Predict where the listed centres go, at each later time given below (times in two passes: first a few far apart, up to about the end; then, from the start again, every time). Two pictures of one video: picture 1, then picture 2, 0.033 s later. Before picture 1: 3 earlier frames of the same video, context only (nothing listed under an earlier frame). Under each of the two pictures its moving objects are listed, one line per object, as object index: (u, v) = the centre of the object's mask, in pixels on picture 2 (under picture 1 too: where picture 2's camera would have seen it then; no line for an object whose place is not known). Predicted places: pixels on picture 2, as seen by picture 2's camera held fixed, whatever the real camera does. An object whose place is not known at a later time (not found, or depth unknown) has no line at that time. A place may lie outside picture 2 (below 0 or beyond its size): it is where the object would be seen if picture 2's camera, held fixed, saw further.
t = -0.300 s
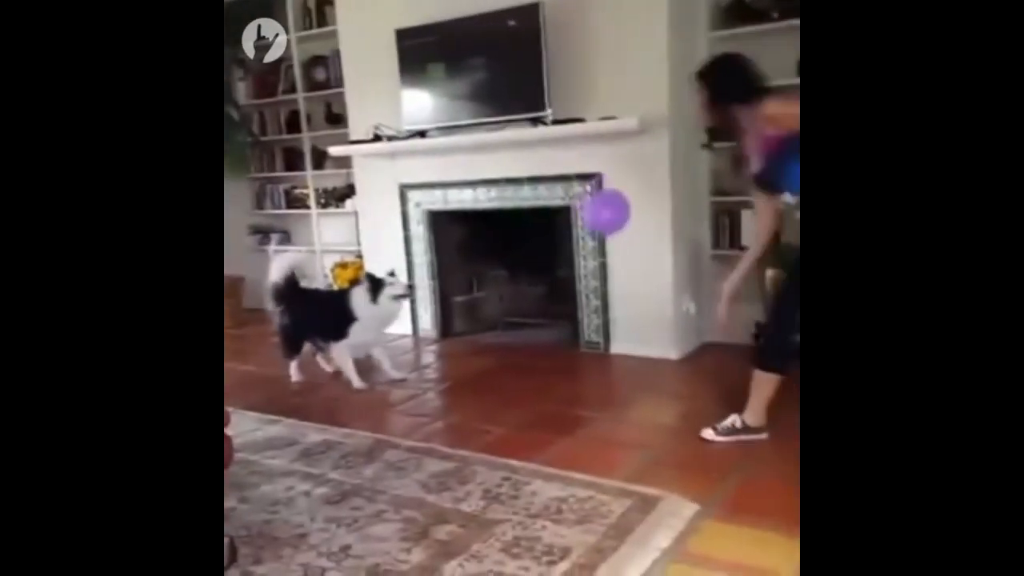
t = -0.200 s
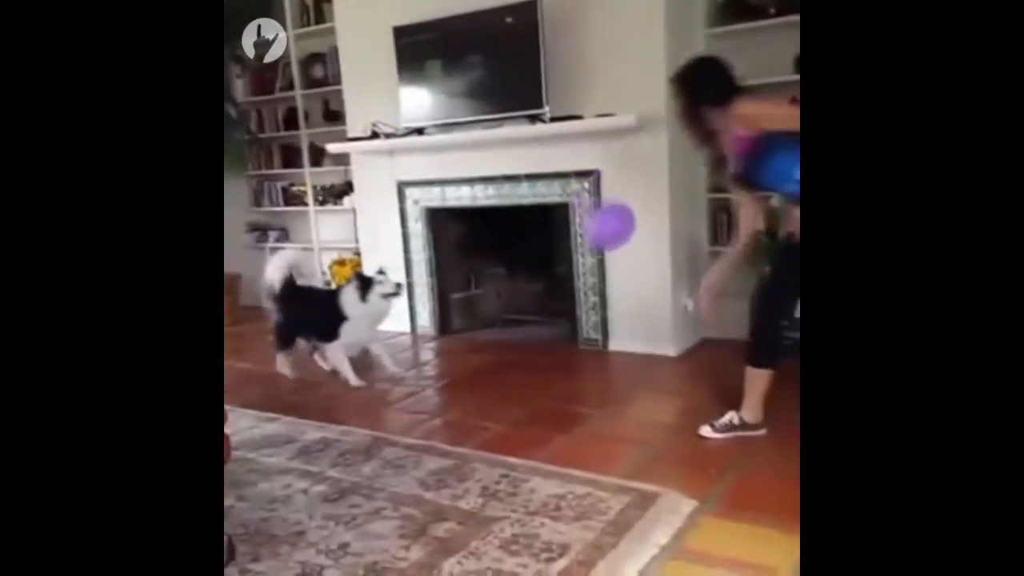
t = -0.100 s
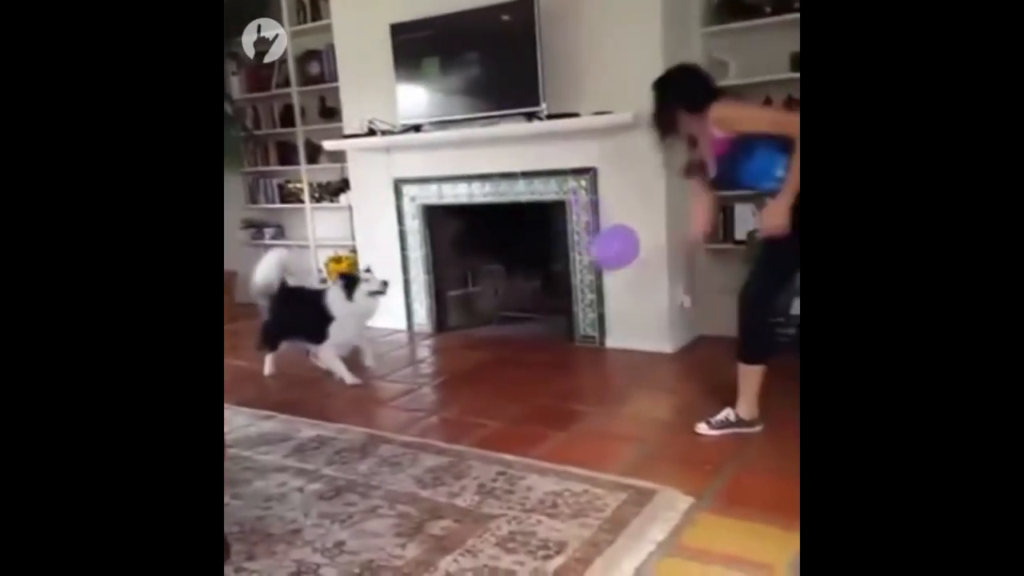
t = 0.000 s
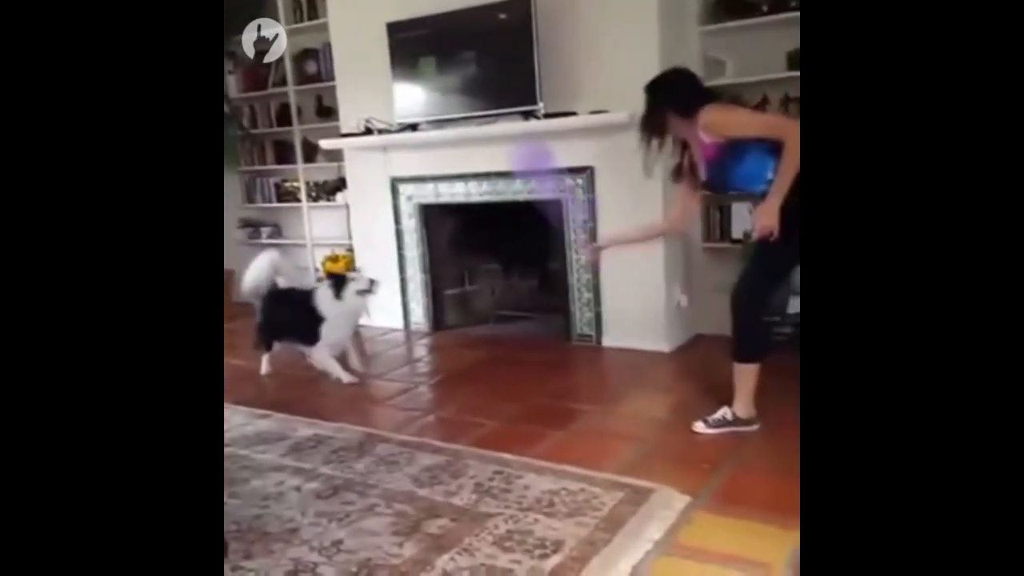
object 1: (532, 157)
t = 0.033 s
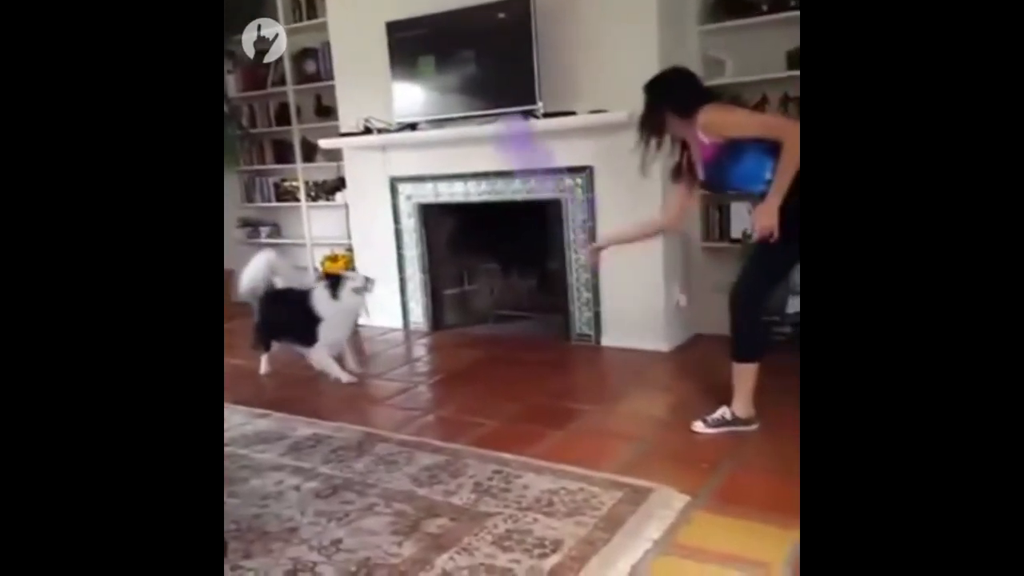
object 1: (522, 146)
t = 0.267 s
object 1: (486, 71)
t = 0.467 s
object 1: (452, 56)
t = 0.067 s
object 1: (505, 110)
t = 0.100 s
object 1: (499, 98)
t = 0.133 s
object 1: (497, 89)
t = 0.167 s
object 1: (495, 83)
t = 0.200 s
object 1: (493, 79)
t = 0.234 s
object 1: (490, 76)
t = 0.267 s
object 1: (486, 71)
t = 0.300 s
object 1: (479, 66)
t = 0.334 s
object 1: (474, 64)
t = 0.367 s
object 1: (468, 62)
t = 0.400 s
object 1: (462, 60)
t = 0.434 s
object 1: (457, 57)
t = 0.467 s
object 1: (452, 56)
